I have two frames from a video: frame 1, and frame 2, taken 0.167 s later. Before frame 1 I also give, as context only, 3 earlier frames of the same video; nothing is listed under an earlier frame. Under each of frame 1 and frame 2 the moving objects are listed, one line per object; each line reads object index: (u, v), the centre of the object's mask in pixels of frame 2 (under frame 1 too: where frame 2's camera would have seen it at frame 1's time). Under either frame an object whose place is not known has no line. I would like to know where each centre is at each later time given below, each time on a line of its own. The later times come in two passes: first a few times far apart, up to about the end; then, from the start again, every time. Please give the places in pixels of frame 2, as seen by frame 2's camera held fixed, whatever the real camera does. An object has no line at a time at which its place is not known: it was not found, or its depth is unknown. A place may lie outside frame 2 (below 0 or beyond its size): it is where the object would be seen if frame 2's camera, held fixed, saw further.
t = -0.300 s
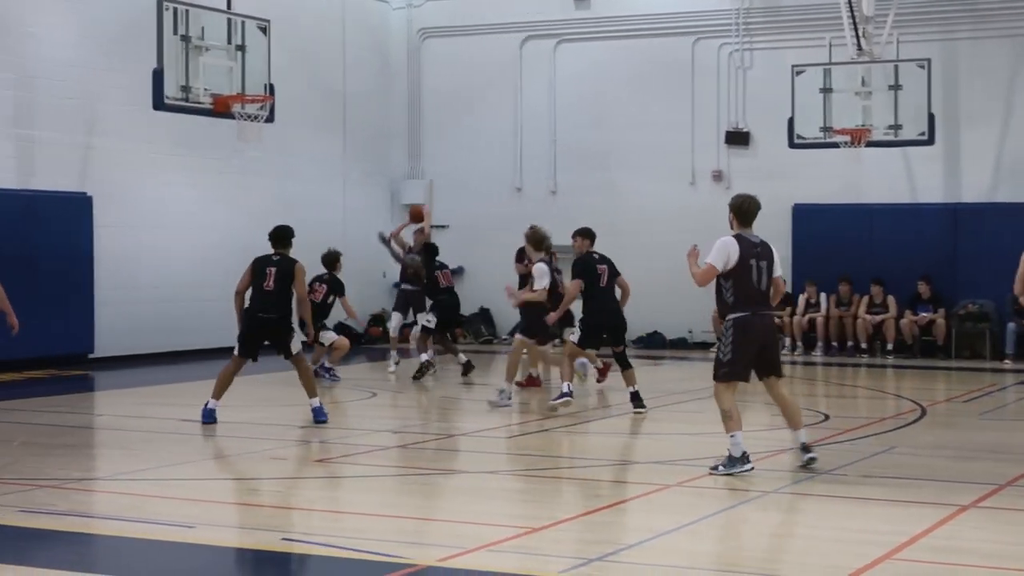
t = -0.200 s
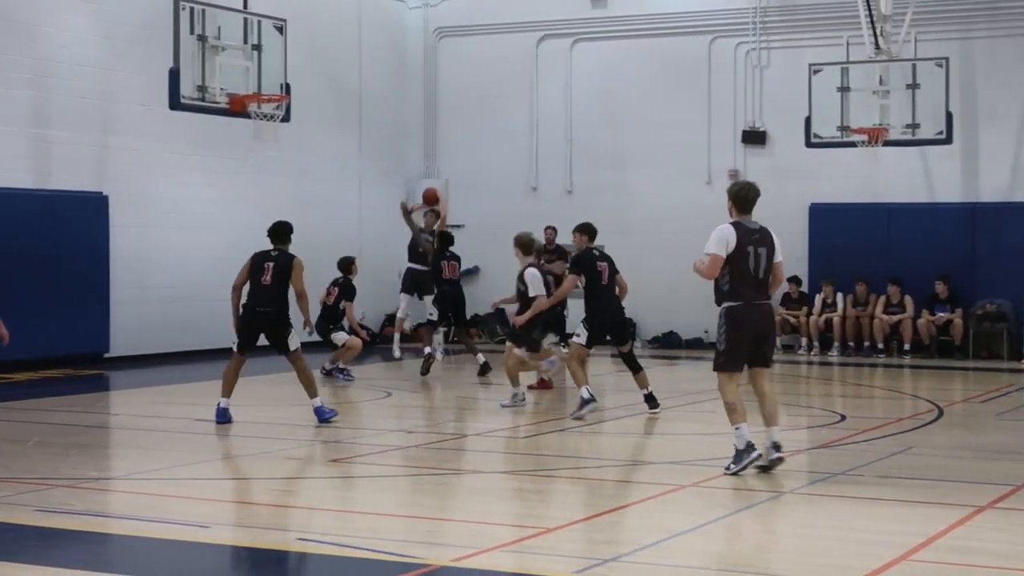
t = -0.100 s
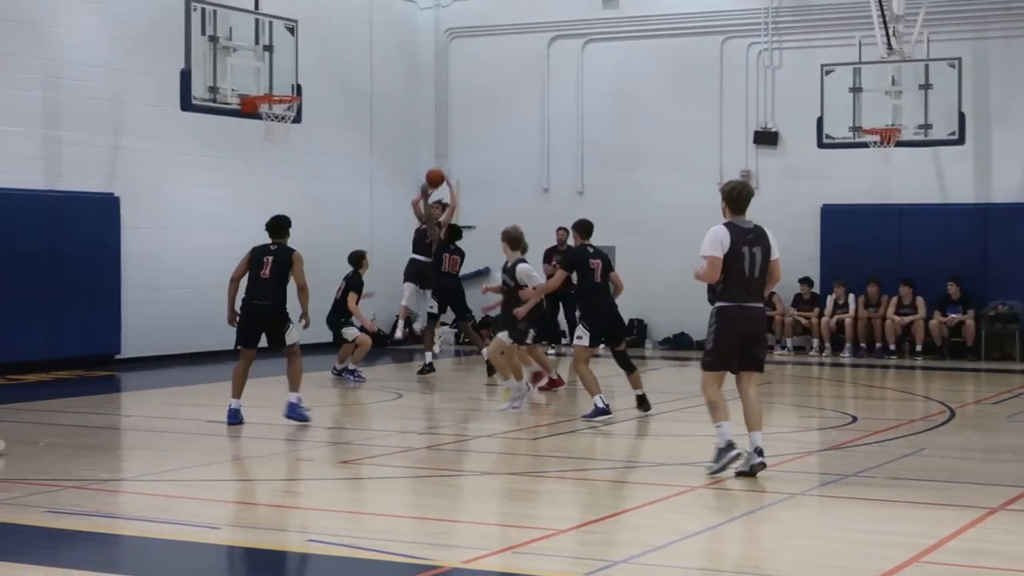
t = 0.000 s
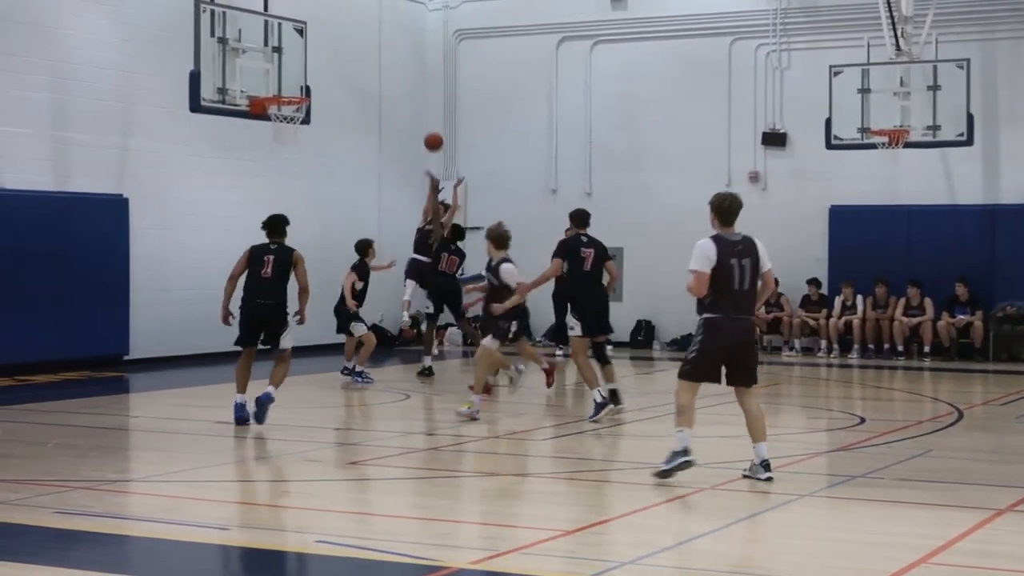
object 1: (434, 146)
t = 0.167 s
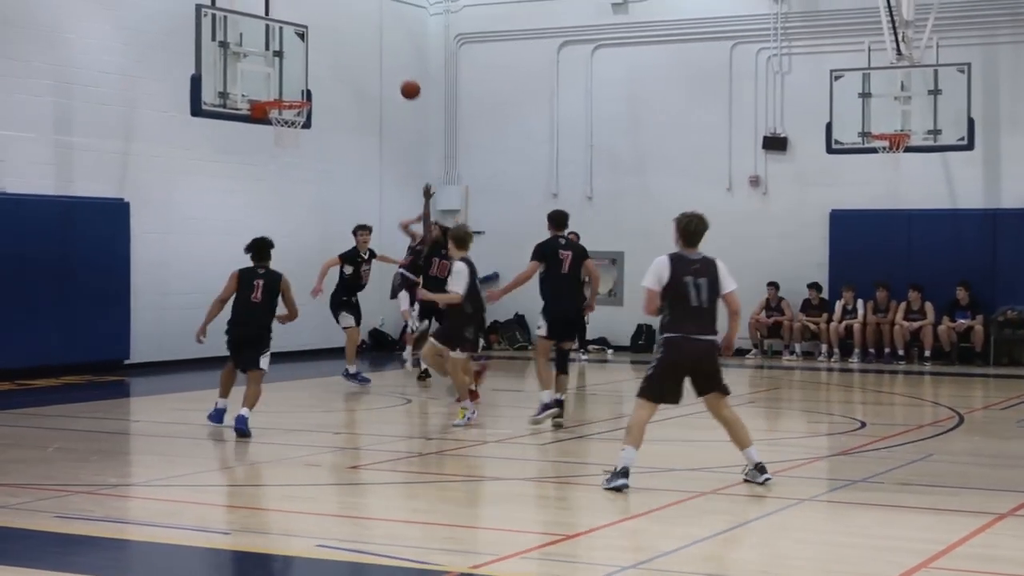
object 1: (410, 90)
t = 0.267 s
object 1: (395, 66)
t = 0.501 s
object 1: (358, 40)
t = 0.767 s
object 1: (312, 70)
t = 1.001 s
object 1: (296, 62)
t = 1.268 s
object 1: (335, 52)
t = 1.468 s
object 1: (365, 88)
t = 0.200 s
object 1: (405, 81)
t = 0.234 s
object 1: (400, 73)
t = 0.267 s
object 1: (395, 66)
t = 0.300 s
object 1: (389, 59)
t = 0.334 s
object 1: (385, 54)
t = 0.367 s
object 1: (379, 49)
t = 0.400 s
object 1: (374, 46)
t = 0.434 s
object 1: (369, 43)
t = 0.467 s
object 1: (363, 41)
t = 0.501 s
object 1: (358, 40)
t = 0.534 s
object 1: (352, 40)
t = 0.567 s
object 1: (347, 41)
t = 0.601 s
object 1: (341, 43)
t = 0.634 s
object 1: (335, 47)
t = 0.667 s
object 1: (330, 51)
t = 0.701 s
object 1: (324, 56)
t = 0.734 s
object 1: (318, 62)
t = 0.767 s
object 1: (312, 70)
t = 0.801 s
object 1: (306, 78)
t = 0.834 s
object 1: (300, 88)
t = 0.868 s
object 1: (295, 94)
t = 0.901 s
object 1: (294, 87)
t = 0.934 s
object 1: (295, 78)
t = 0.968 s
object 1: (295, 69)
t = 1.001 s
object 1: (296, 62)
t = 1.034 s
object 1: (299, 57)
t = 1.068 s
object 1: (304, 53)
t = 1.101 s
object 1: (309, 51)
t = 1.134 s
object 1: (314, 49)
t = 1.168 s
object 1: (320, 48)
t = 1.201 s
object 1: (324, 49)
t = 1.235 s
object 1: (329, 50)
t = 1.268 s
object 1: (335, 52)
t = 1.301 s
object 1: (340, 56)
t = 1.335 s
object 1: (345, 60)
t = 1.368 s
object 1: (350, 66)
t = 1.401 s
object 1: (355, 72)
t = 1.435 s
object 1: (360, 80)
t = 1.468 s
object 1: (365, 88)
